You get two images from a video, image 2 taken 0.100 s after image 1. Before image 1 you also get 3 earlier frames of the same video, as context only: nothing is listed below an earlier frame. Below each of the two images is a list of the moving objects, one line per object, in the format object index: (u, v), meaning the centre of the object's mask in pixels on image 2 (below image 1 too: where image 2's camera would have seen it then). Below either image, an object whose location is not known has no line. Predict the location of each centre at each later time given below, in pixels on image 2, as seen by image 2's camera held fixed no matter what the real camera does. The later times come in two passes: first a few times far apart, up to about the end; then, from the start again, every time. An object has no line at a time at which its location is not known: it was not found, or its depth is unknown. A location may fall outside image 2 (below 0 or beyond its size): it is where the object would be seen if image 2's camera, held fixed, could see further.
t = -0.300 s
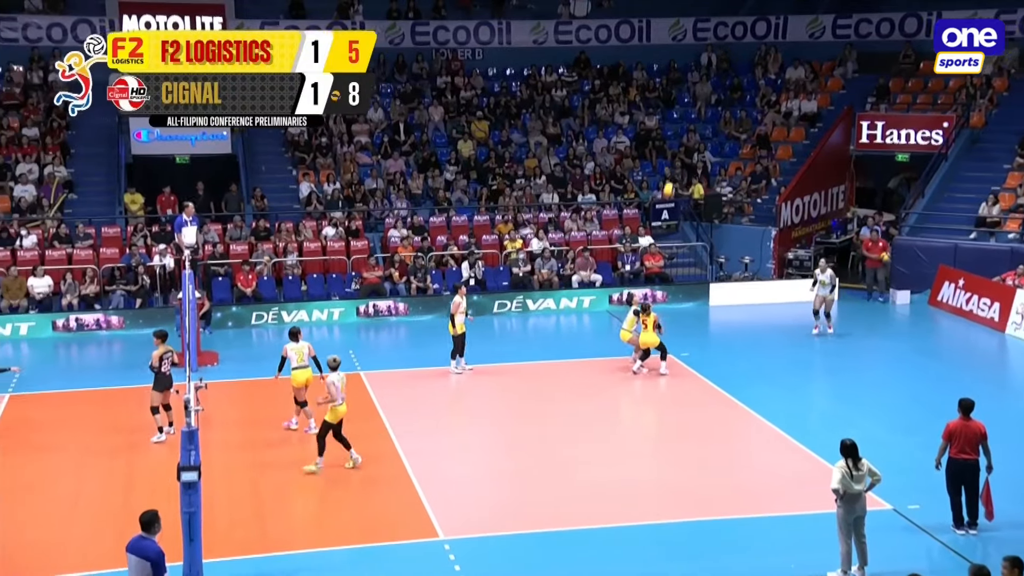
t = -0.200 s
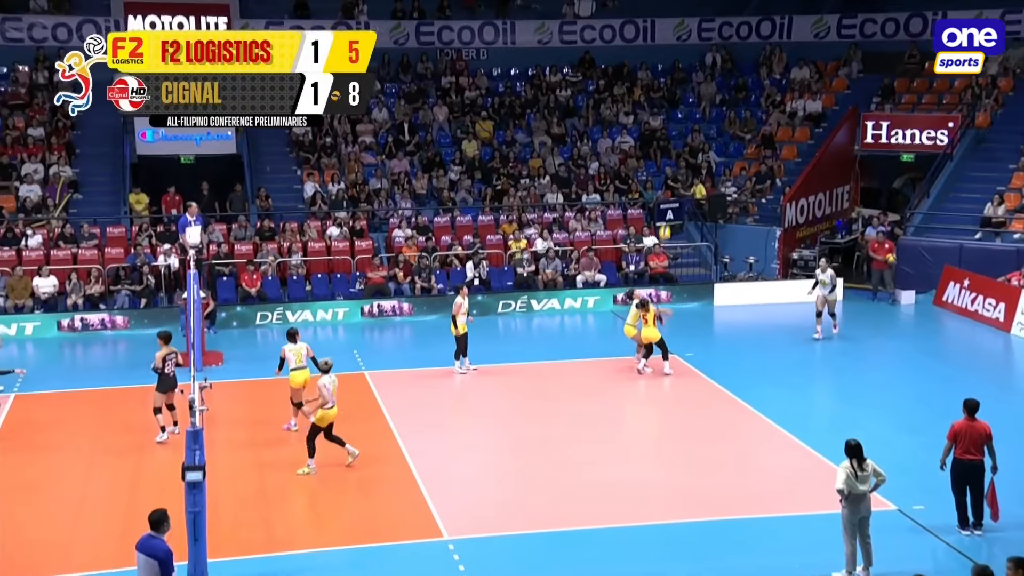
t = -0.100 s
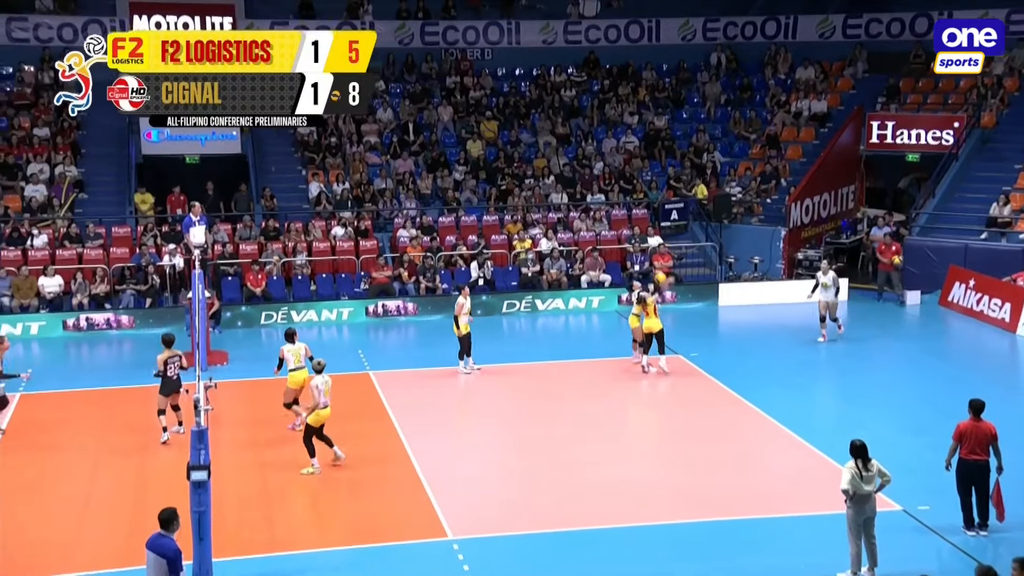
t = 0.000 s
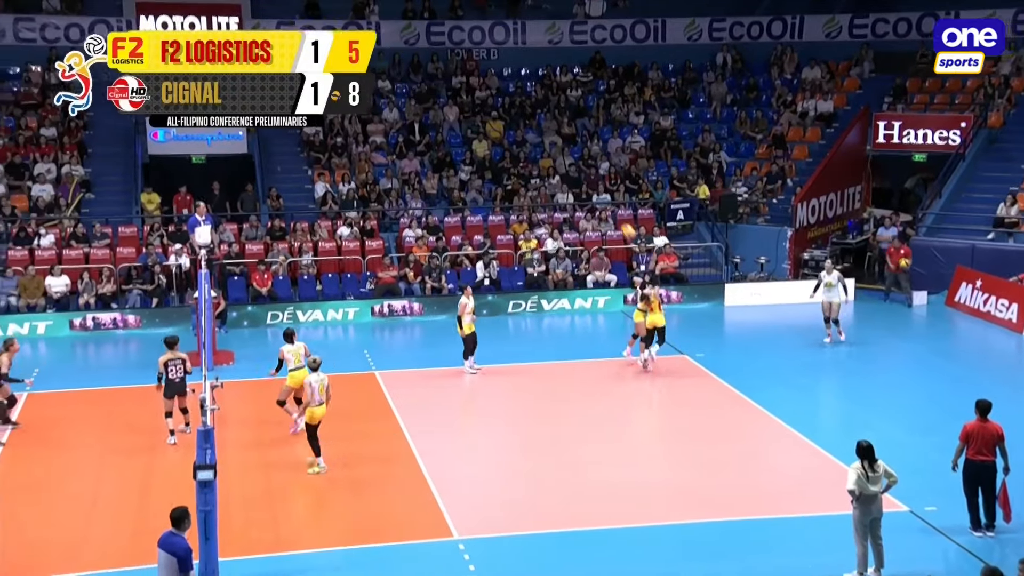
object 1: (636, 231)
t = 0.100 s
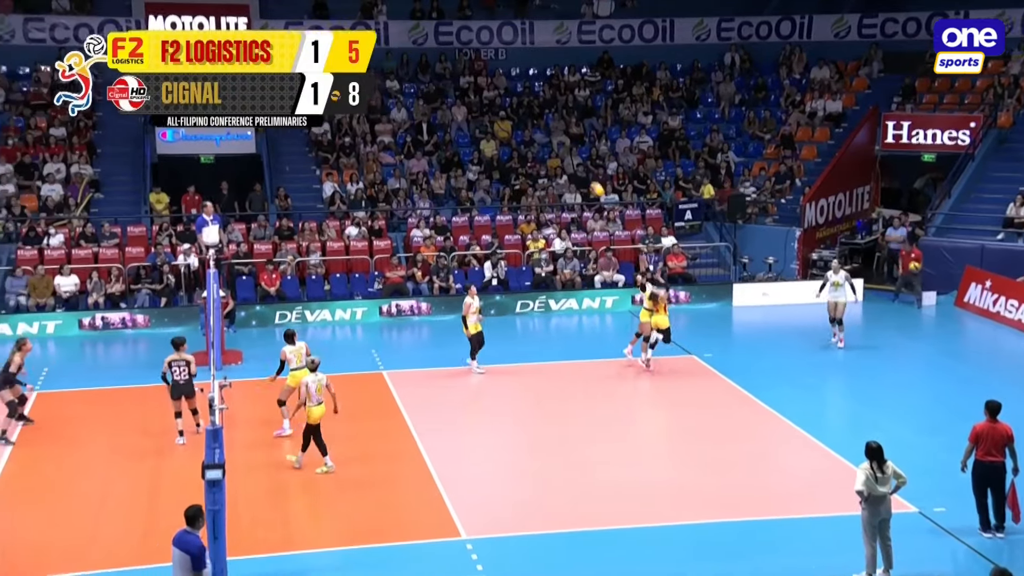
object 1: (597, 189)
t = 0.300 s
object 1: (517, 122)
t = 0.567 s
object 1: (406, 69)
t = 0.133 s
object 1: (584, 178)
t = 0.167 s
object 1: (571, 164)
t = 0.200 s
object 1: (558, 153)
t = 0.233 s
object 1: (544, 143)
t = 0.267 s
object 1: (531, 132)
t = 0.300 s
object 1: (517, 122)
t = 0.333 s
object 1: (503, 113)
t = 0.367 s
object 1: (490, 106)
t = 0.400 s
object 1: (476, 98)
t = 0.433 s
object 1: (462, 91)
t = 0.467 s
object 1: (448, 85)
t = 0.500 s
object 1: (434, 79)
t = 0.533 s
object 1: (420, 74)
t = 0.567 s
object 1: (406, 69)
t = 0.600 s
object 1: (392, 66)
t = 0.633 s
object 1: (378, 63)
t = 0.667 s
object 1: (364, 60)
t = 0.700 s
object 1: (350, 59)
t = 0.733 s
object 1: (336, 58)
